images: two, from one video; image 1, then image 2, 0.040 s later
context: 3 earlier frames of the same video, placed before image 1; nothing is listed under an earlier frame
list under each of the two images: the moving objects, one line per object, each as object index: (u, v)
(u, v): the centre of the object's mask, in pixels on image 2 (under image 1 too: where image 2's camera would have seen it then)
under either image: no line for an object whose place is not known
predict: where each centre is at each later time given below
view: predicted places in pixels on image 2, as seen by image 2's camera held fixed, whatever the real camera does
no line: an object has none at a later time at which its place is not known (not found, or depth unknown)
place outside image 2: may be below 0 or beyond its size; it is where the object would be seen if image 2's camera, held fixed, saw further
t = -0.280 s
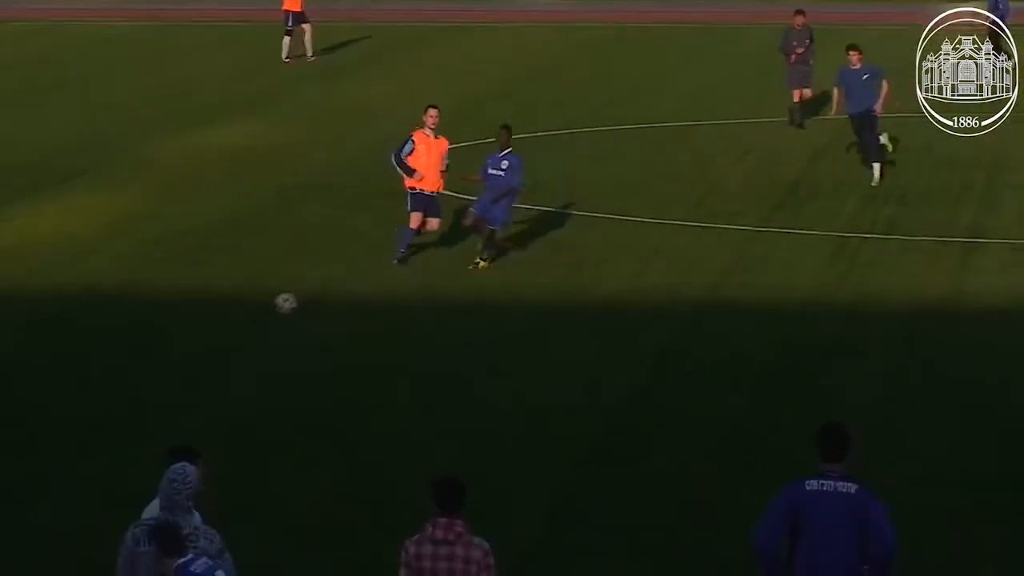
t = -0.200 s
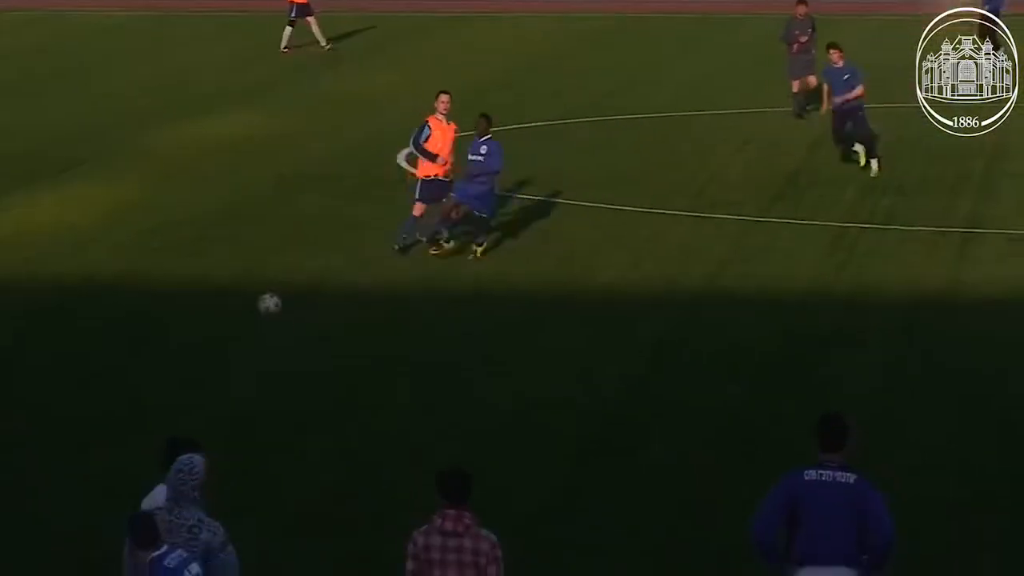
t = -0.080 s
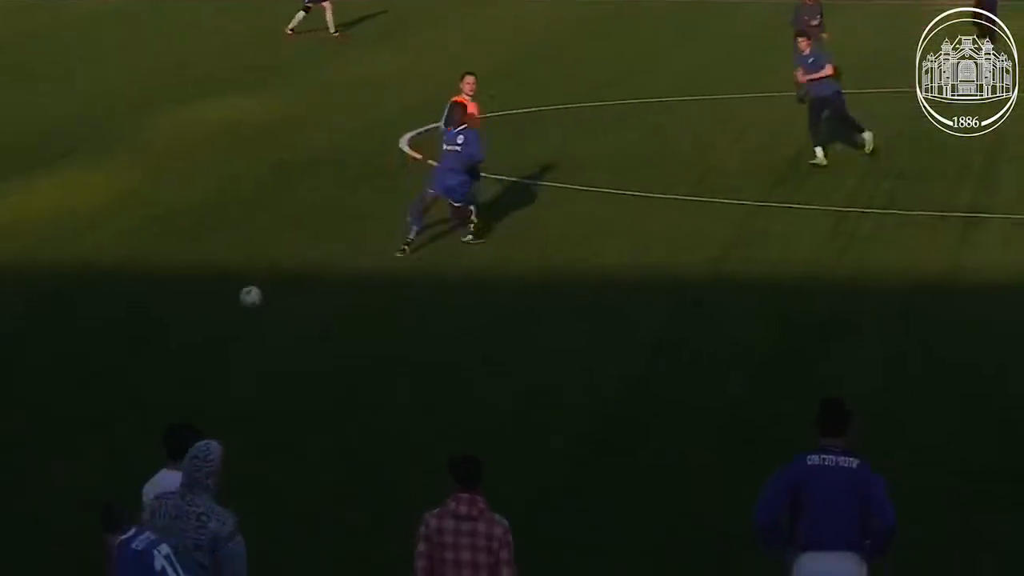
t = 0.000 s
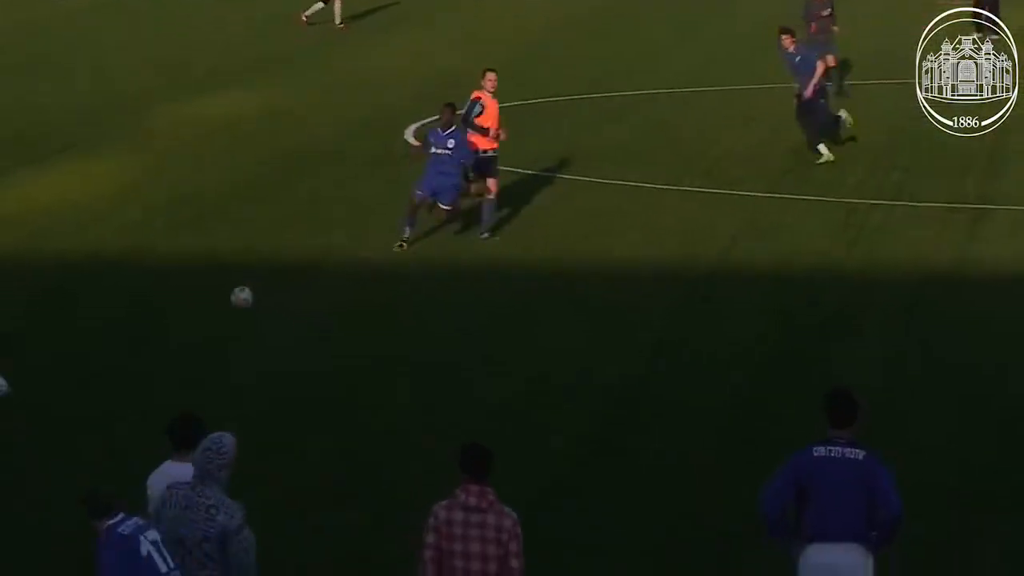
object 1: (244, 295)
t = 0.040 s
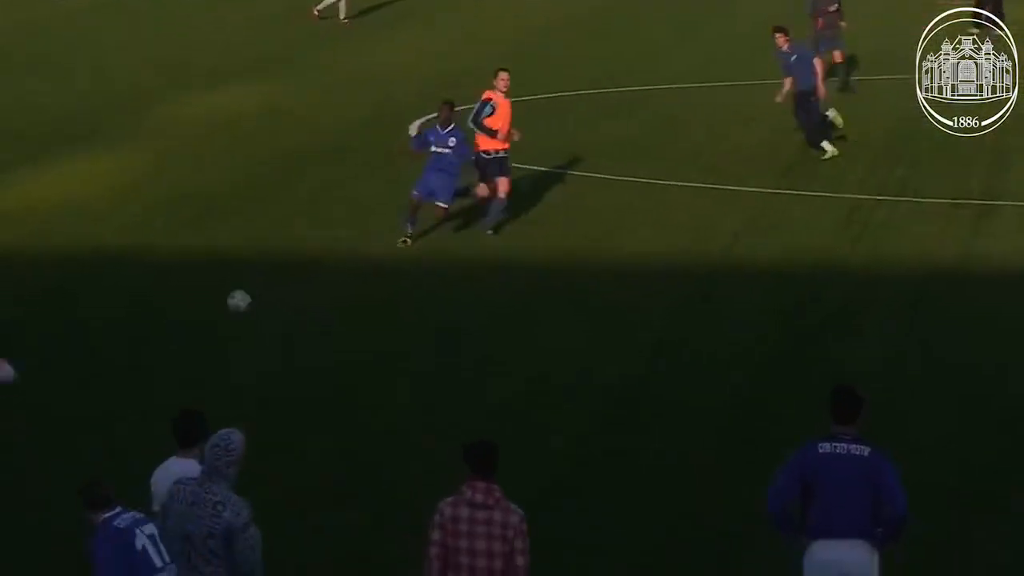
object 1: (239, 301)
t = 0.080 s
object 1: (234, 300)
